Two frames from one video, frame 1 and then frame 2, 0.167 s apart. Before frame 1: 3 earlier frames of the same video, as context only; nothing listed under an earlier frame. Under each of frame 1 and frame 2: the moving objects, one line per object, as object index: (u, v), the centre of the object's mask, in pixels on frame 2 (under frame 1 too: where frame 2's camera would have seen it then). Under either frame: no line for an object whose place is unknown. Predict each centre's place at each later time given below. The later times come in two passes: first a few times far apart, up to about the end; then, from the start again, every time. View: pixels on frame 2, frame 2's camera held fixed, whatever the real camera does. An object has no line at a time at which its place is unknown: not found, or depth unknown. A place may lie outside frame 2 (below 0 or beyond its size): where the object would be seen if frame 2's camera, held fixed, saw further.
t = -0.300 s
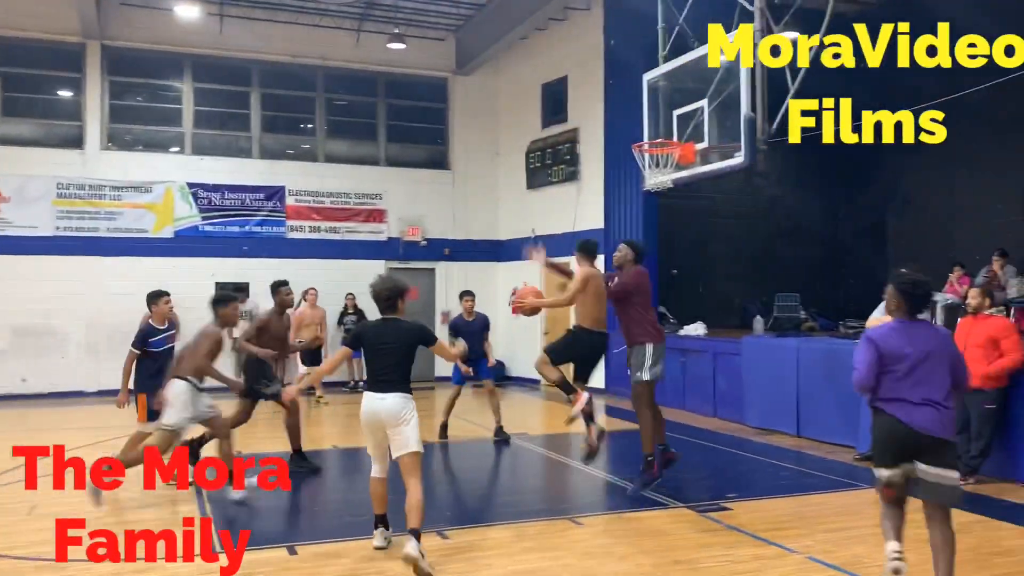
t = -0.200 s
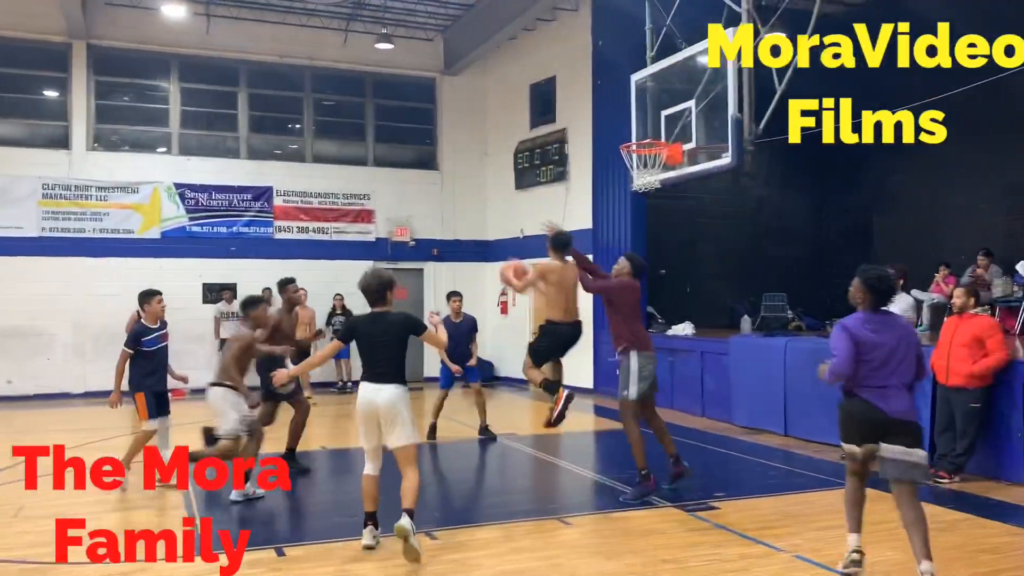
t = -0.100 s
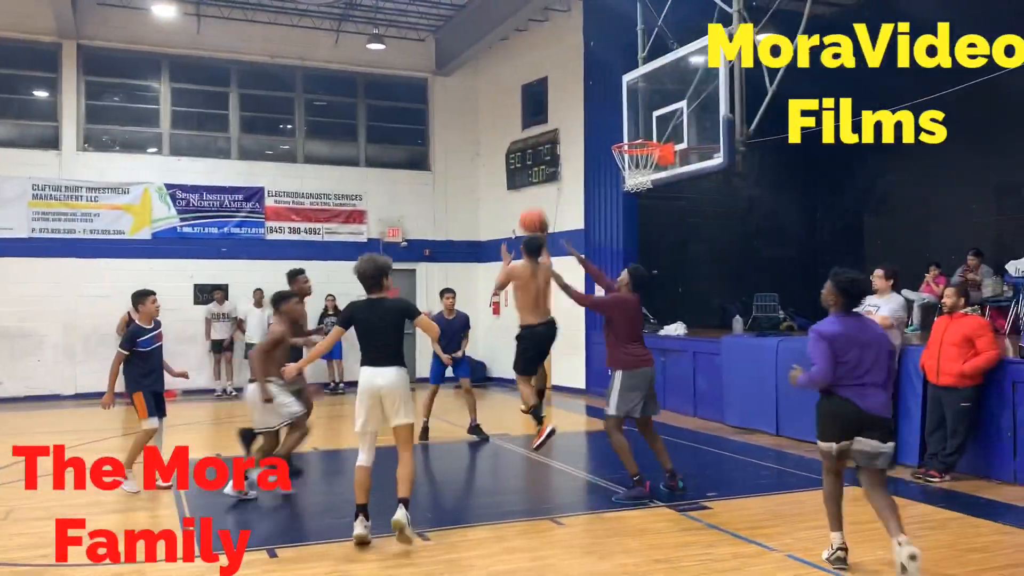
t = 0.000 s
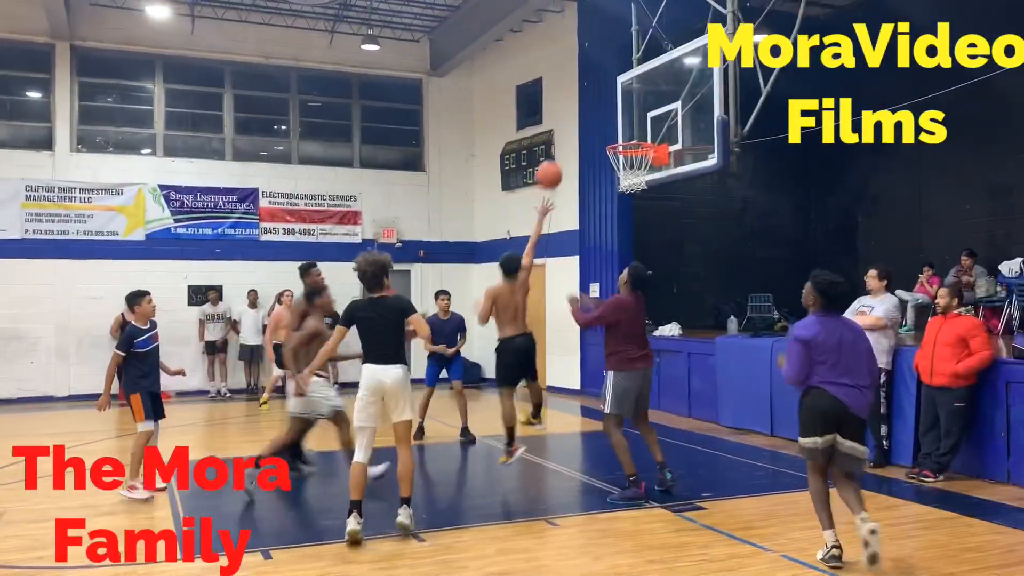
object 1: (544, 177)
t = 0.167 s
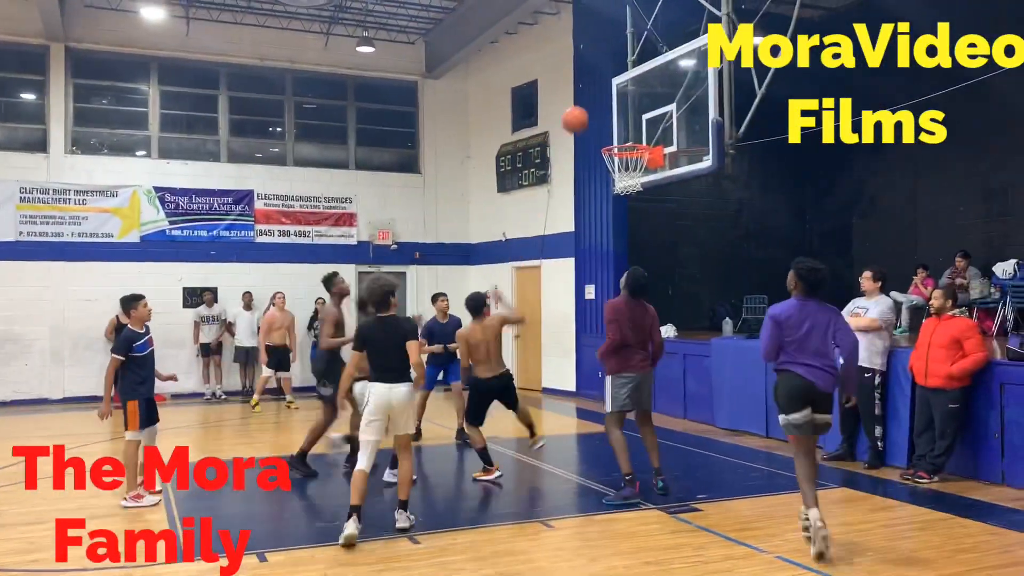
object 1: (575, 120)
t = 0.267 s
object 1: (592, 102)
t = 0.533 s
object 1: (636, 105)
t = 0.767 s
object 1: (640, 129)
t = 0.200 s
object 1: (581, 113)
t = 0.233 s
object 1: (586, 107)
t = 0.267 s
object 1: (592, 102)
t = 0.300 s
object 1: (598, 99)
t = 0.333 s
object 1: (603, 96)
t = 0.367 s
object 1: (608, 95)
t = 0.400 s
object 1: (614, 95)
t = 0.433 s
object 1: (620, 96)
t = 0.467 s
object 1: (626, 97)
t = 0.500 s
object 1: (631, 101)
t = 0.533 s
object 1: (636, 105)
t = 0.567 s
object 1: (641, 111)
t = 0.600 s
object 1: (646, 117)
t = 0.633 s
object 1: (652, 125)
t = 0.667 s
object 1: (655, 133)
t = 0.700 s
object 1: (650, 135)
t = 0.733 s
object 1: (644, 132)
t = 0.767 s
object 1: (640, 129)
